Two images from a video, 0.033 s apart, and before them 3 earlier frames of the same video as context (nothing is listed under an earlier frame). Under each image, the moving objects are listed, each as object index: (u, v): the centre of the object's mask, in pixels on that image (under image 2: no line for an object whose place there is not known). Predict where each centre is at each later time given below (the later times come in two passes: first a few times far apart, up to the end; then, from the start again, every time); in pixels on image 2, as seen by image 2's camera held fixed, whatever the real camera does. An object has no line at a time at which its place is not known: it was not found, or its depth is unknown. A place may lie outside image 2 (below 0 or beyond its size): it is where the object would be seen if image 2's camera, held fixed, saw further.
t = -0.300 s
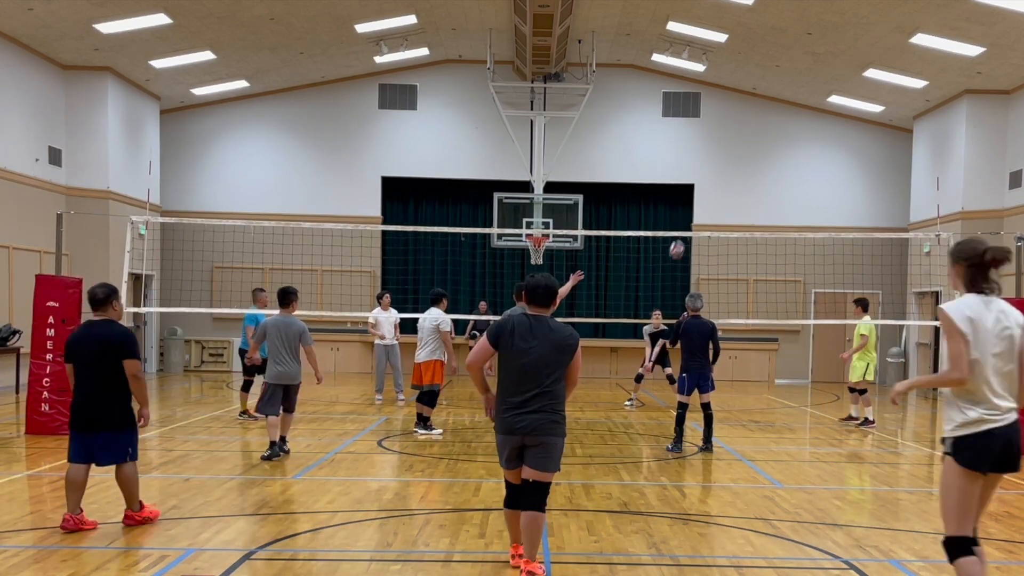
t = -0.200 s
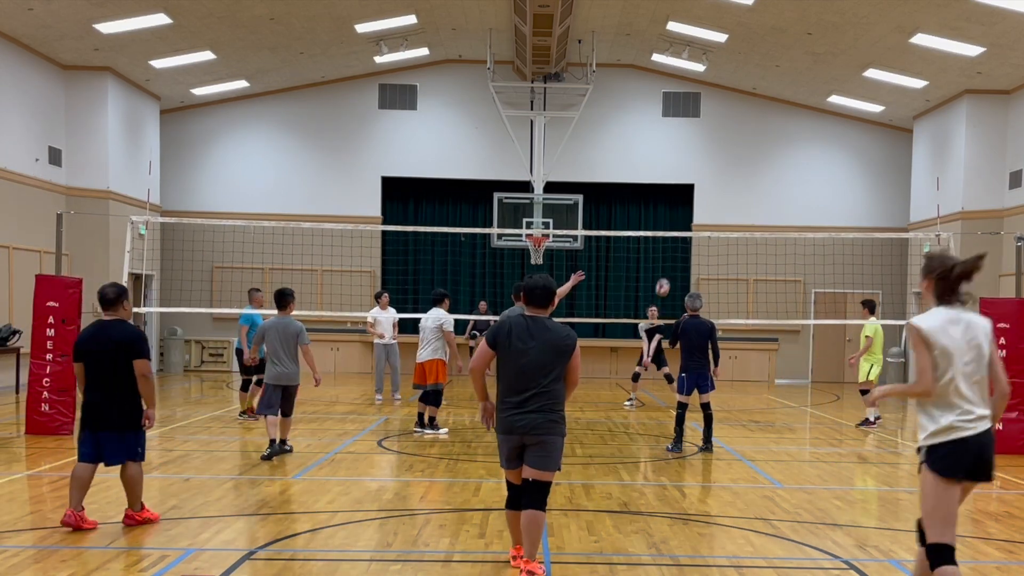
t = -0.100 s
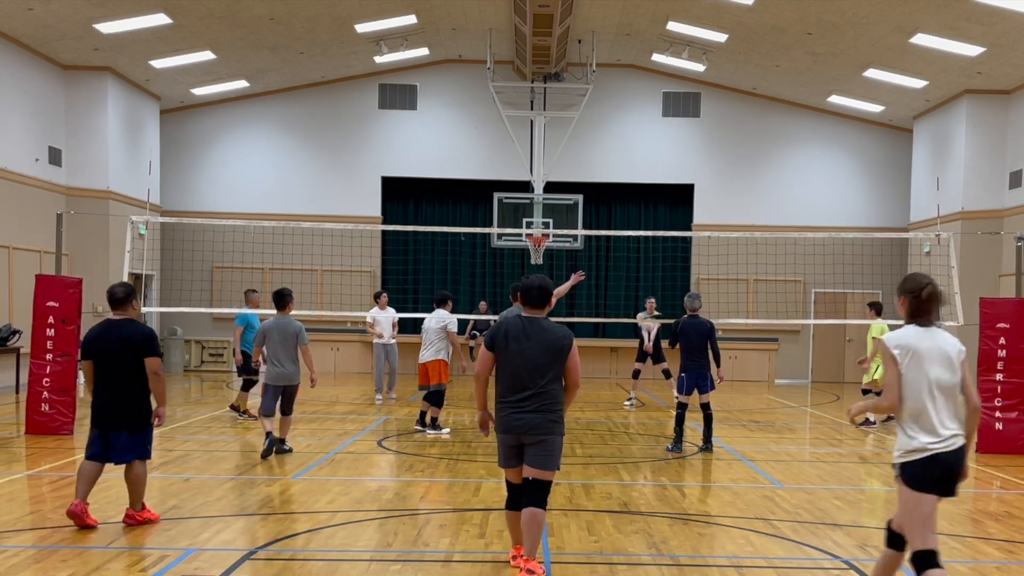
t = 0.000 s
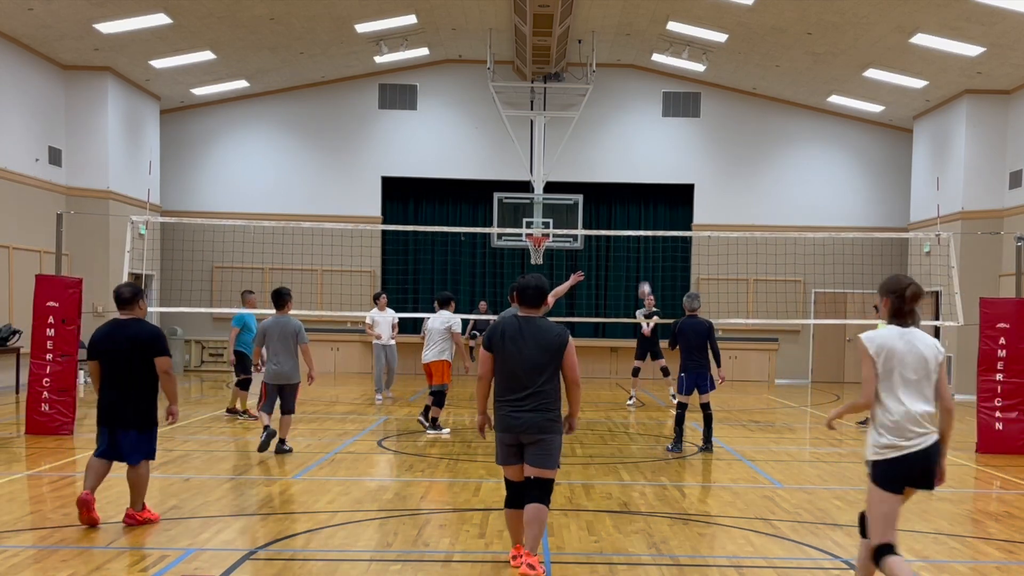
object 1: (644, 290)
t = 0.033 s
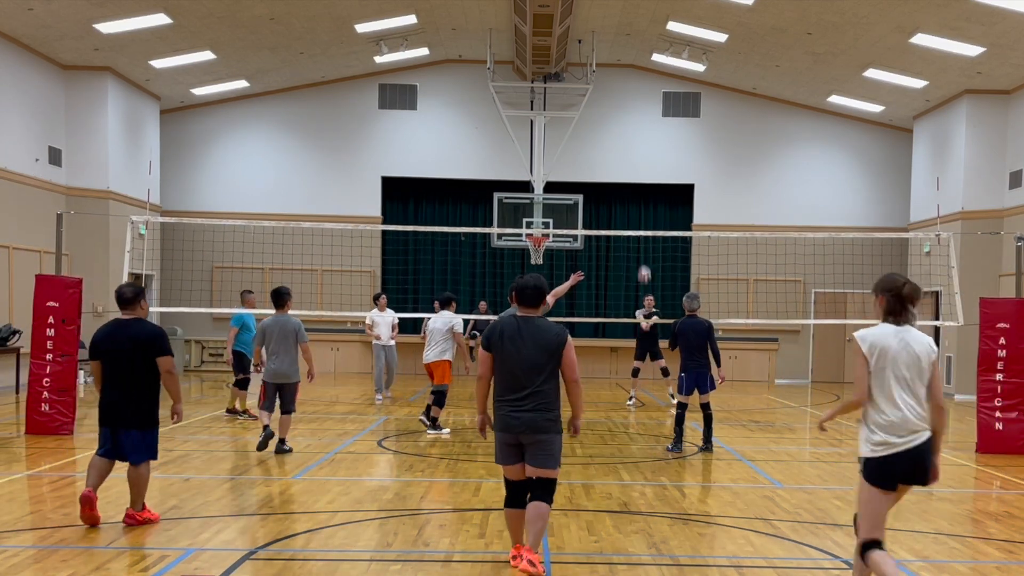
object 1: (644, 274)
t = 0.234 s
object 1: (640, 190)
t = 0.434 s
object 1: (633, 127)
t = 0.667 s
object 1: (624, 87)
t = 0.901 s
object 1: (613, 84)
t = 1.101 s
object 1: (602, 114)
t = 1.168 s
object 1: (598, 131)
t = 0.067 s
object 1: (643, 259)
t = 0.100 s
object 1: (642, 244)
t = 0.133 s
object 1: (642, 226)
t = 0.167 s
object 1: (641, 216)
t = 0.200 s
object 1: (640, 202)
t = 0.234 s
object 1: (640, 190)
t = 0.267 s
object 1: (639, 179)
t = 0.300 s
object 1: (638, 167)
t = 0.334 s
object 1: (637, 155)
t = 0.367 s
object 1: (636, 146)
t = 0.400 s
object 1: (634, 137)
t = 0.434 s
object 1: (633, 127)
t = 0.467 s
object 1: (632, 119)
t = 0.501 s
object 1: (631, 112)
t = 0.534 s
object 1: (630, 106)
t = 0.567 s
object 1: (629, 100)
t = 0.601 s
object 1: (627, 94)
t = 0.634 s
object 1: (625, 91)
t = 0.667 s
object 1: (624, 87)
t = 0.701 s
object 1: (623, 83)
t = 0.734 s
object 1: (621, 82)
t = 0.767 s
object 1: (620, 81)
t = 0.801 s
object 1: (618, 80)
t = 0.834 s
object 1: (616, 80)
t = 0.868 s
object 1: (615, 81)
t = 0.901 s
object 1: (613, 84)
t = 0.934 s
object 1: (611, 86)
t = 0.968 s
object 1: (610, 90)
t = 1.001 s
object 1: (608, 95)
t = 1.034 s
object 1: (606, 100)
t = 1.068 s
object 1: (605, 106)
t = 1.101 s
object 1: (602, 114)
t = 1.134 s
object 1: (601, 122)
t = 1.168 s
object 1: (598, 131)
